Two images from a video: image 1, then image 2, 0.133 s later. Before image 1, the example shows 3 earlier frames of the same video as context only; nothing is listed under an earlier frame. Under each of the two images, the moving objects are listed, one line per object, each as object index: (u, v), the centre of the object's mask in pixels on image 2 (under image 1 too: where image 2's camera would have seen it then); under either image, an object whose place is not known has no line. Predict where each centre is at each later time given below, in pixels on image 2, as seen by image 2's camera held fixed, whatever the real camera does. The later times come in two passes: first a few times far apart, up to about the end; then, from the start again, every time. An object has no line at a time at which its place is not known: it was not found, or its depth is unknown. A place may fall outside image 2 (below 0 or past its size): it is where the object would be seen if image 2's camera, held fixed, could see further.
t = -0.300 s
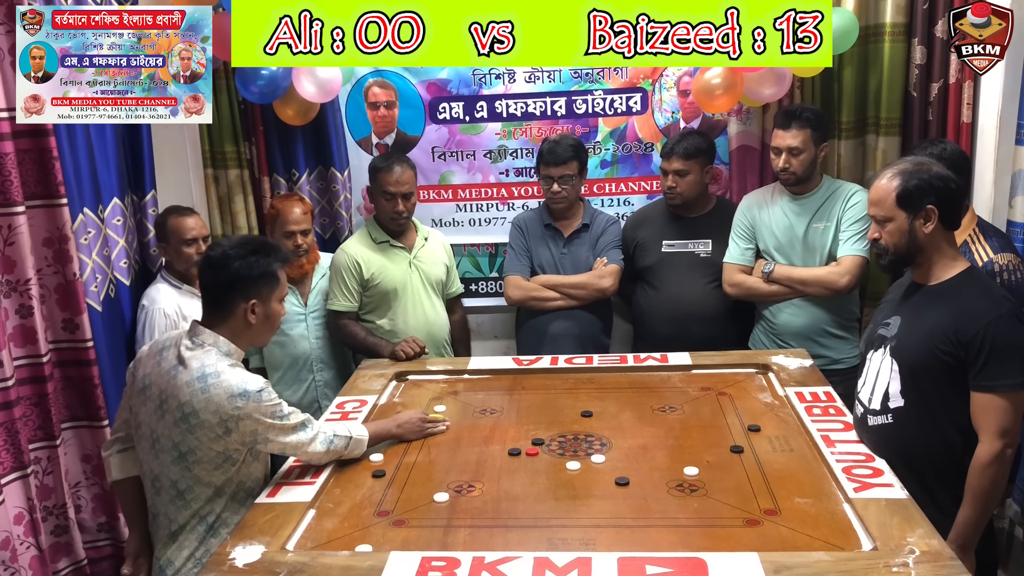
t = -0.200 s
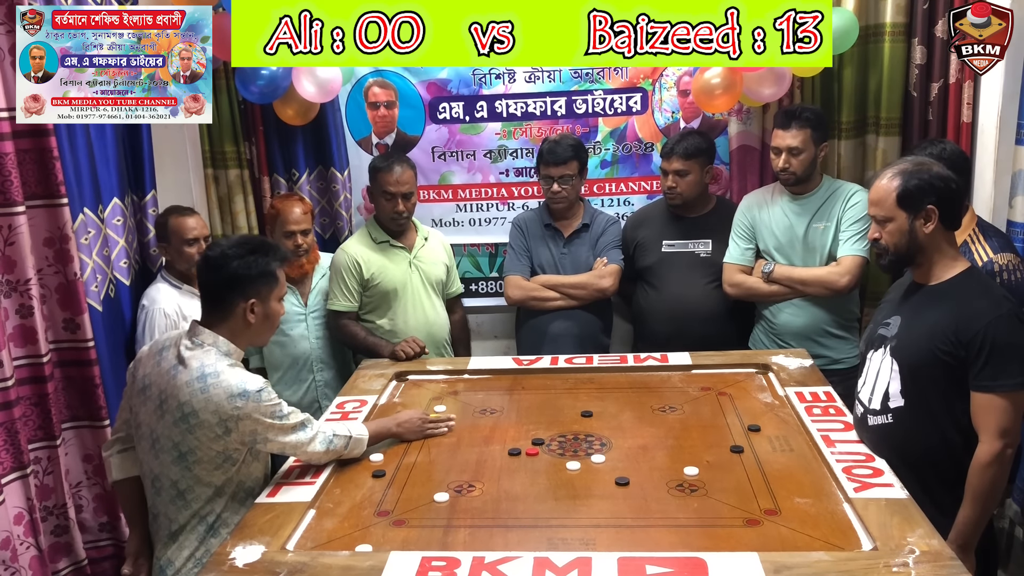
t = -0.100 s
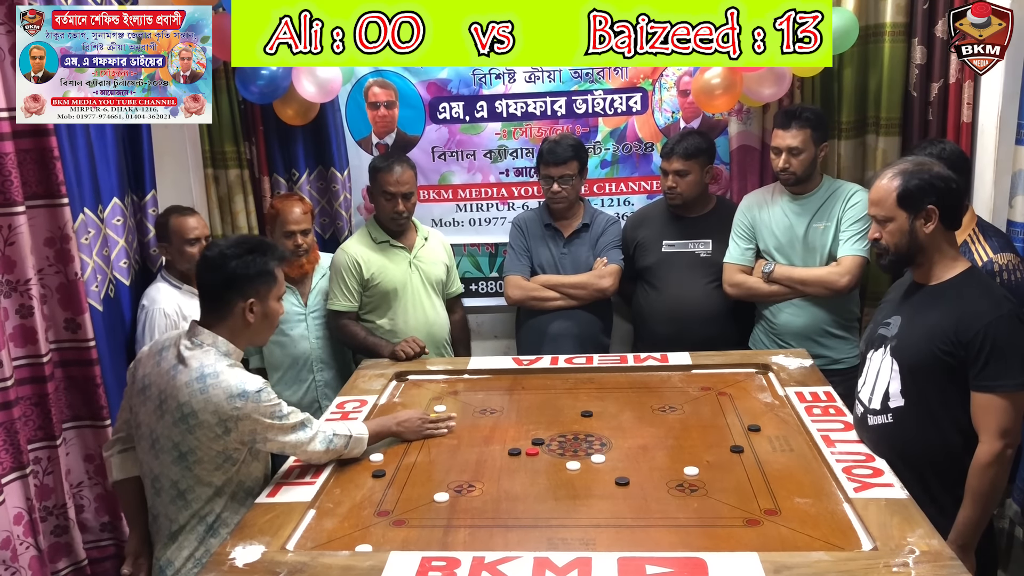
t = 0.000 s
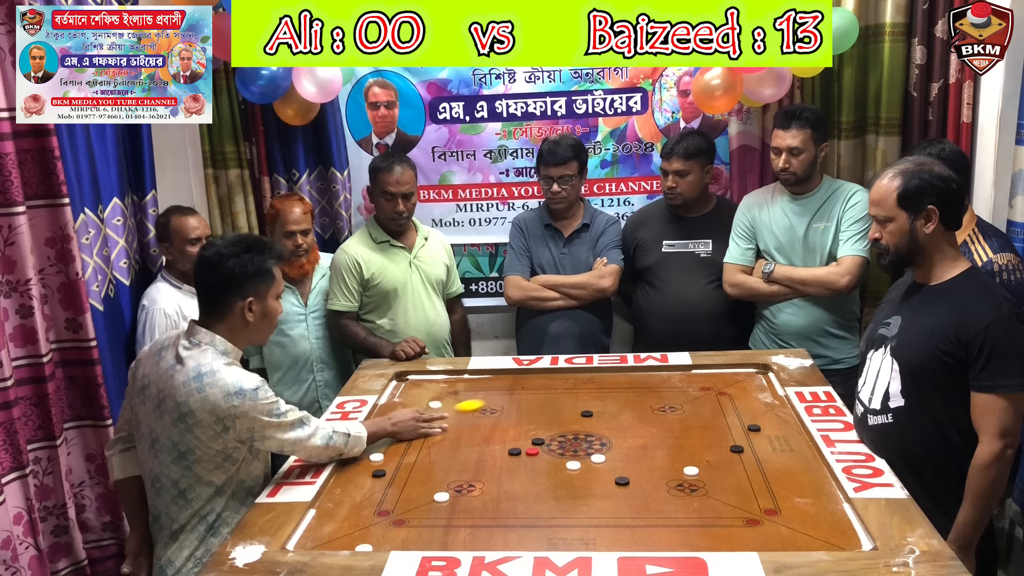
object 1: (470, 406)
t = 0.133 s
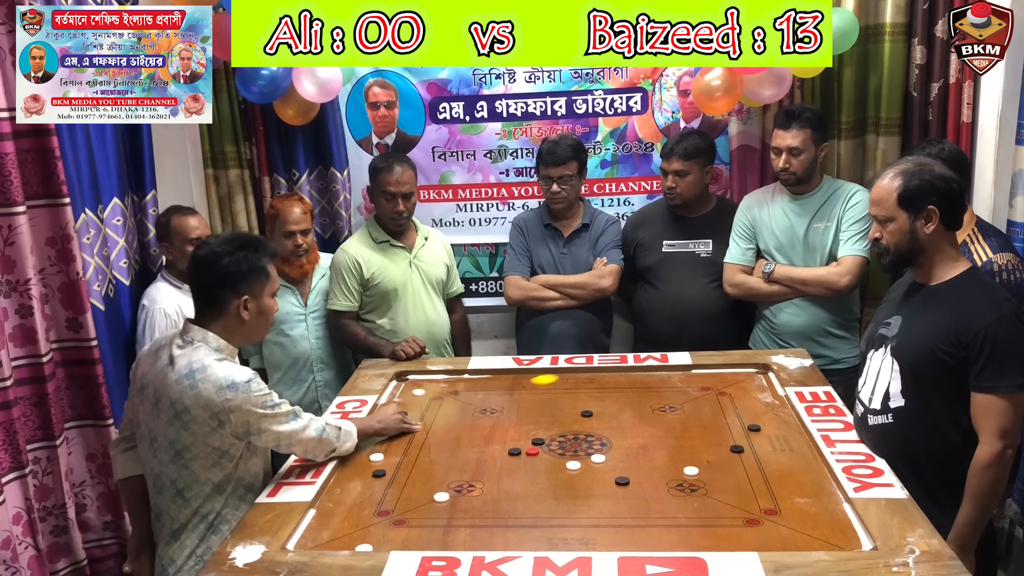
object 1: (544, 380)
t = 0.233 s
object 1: (588, 384)
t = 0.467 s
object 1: (688, 411)
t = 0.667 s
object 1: (759, 433)
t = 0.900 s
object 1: (775, 445)
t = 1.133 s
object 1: (780, 451)
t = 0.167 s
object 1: (560, 376)
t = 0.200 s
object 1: (574, 380)
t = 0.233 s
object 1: (588, 384)
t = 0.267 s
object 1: (602, 387)
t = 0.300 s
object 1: (616, 391)
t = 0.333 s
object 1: (630, 395)
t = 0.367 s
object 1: (644, 399)
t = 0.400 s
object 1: (658, 404)
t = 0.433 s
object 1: (673, 407)
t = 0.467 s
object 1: (688, 411)
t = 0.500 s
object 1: (702, 415)
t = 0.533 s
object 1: (717, 419)
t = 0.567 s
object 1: (731, 424)
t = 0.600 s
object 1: (742, 427)
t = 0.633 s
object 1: (750, 430)
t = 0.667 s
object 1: (759, 433)
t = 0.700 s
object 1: (764, 436)
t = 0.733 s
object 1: (766, 438)
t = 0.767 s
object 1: (768, 440)
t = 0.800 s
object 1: (770, 441)
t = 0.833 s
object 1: (772, 443)
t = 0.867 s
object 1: (774, 444)
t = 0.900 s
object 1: (775, 445)
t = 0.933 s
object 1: (776, 447)
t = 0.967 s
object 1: (777, 448)
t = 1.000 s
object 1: (778, 449)
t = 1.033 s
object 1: (779, 449)
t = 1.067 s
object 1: (779, 450)
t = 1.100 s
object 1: (779, 451)
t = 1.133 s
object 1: (780, 451)
